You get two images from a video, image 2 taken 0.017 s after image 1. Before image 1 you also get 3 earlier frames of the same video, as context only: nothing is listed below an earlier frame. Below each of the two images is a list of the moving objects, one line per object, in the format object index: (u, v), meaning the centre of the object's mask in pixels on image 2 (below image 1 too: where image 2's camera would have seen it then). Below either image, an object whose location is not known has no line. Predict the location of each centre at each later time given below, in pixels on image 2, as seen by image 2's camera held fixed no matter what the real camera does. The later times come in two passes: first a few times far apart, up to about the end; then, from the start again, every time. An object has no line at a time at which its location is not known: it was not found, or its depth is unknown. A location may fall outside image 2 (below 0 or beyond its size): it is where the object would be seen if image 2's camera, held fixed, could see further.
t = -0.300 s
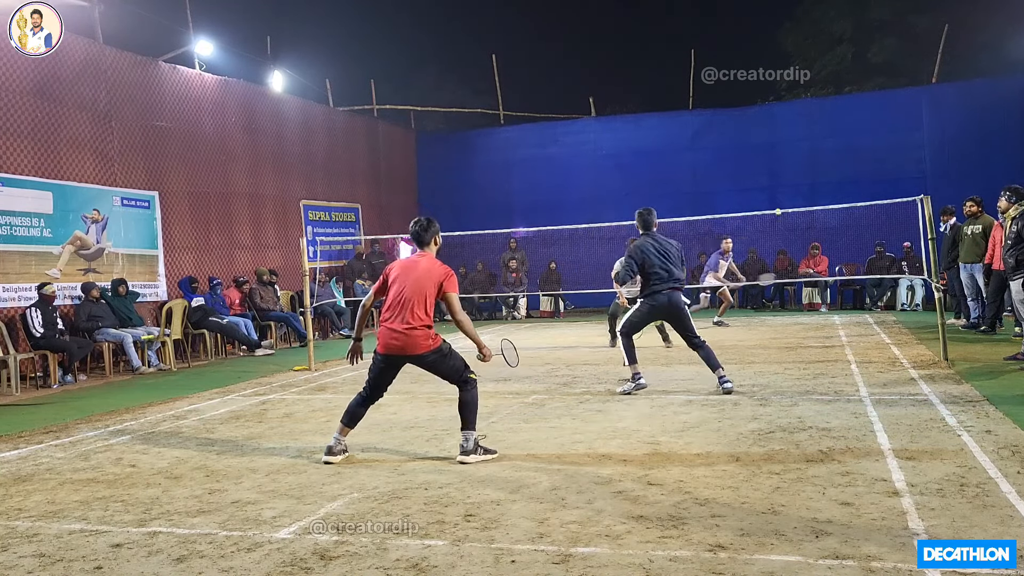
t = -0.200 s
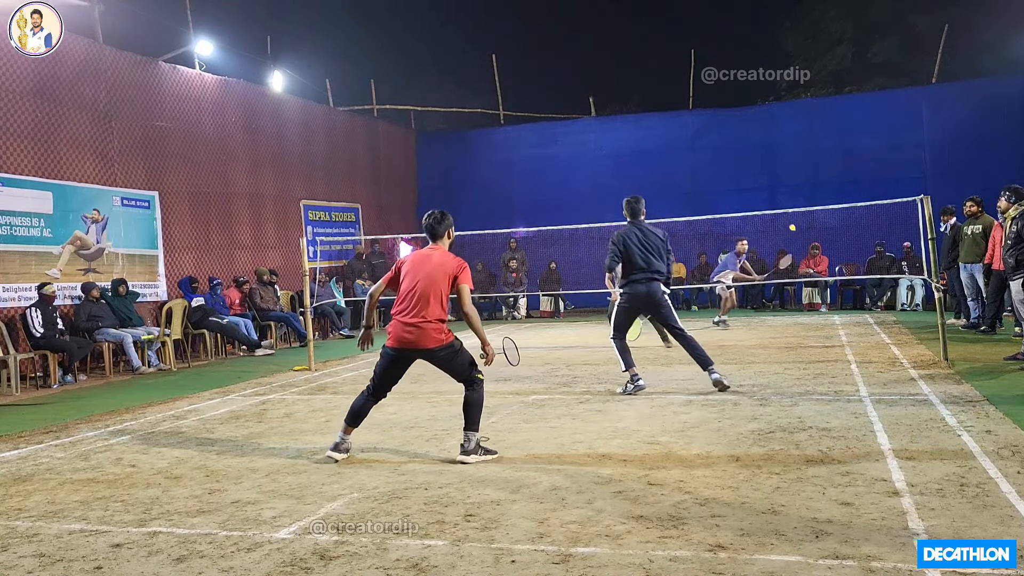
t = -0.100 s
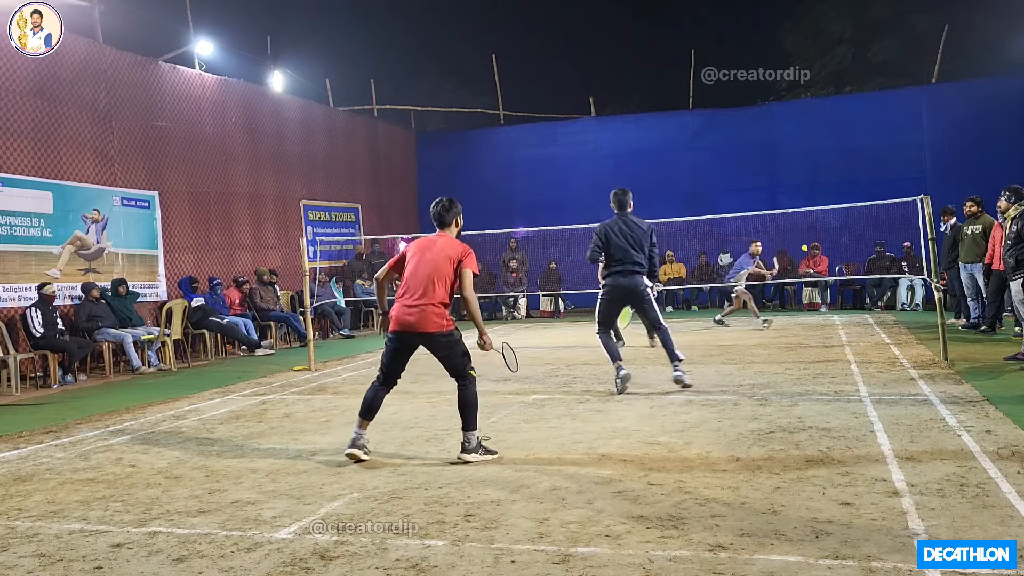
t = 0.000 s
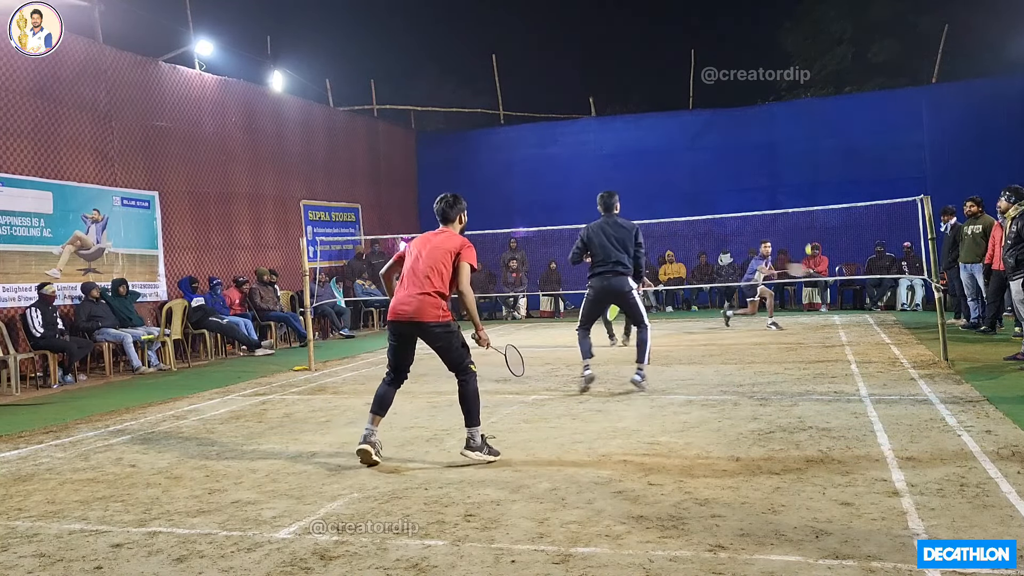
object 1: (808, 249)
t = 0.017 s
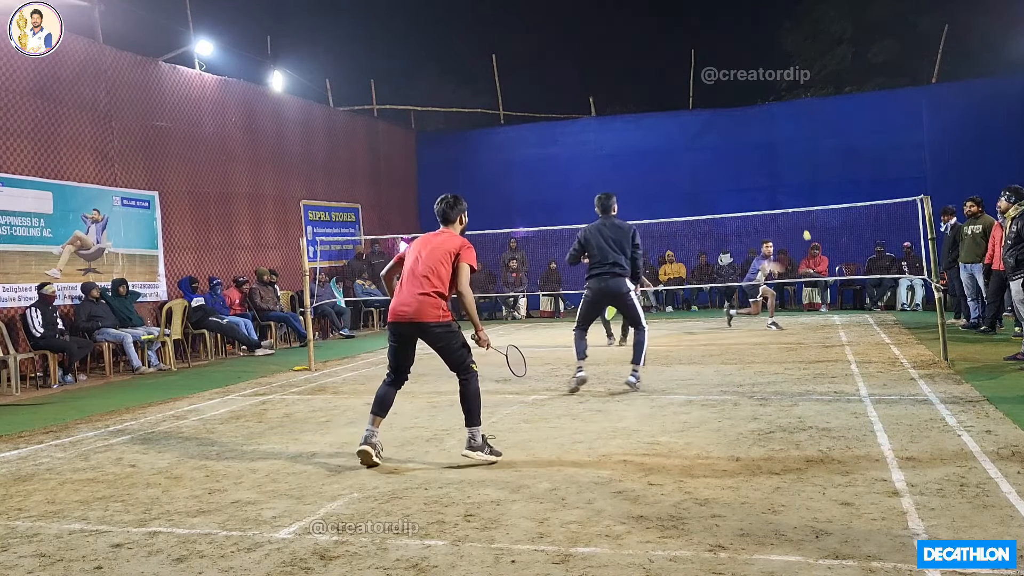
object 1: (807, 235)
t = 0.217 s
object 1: (767, 159)
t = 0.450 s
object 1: (727, 131)
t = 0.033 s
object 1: (802, 229)
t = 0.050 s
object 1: (797, 222)
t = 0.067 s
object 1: (795, 214)
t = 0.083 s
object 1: (791, 205)
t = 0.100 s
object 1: (788, 198)
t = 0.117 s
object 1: (784, 191)
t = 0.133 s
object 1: (781, 185)
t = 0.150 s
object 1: (778, 179)
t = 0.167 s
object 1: (775, 174)
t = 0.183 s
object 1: (772, 168)
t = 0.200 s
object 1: (769, 163)
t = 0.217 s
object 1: (767, 159)
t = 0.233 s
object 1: (764, 155)
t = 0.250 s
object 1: (761, 151)
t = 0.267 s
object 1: (757, 147)
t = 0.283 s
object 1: (755, 143)
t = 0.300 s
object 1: (752, 141)
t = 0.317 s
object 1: (750, 138)
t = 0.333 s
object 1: (747, 136)
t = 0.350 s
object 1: (744, 134)
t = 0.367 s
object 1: (740, 133)
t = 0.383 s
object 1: (738, 131)
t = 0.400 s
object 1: (735, 131)
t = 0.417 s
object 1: (732, 130)
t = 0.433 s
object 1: (730, 131)
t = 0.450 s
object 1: (727, 131)
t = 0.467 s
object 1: (724, 132)
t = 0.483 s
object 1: (721, 133)
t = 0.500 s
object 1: (718, 134)
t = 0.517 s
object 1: (716, 136)
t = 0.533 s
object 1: (713, 139)
